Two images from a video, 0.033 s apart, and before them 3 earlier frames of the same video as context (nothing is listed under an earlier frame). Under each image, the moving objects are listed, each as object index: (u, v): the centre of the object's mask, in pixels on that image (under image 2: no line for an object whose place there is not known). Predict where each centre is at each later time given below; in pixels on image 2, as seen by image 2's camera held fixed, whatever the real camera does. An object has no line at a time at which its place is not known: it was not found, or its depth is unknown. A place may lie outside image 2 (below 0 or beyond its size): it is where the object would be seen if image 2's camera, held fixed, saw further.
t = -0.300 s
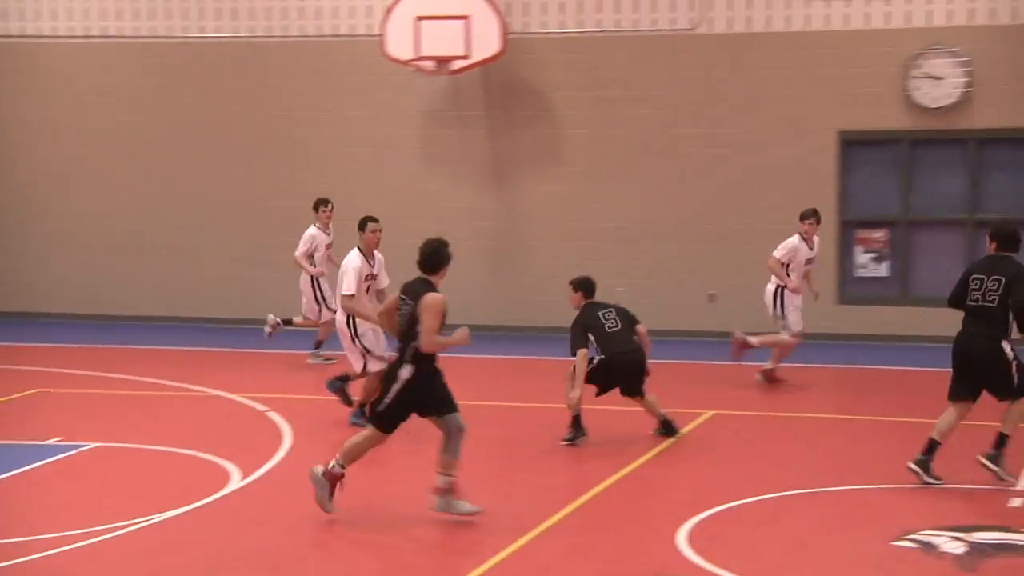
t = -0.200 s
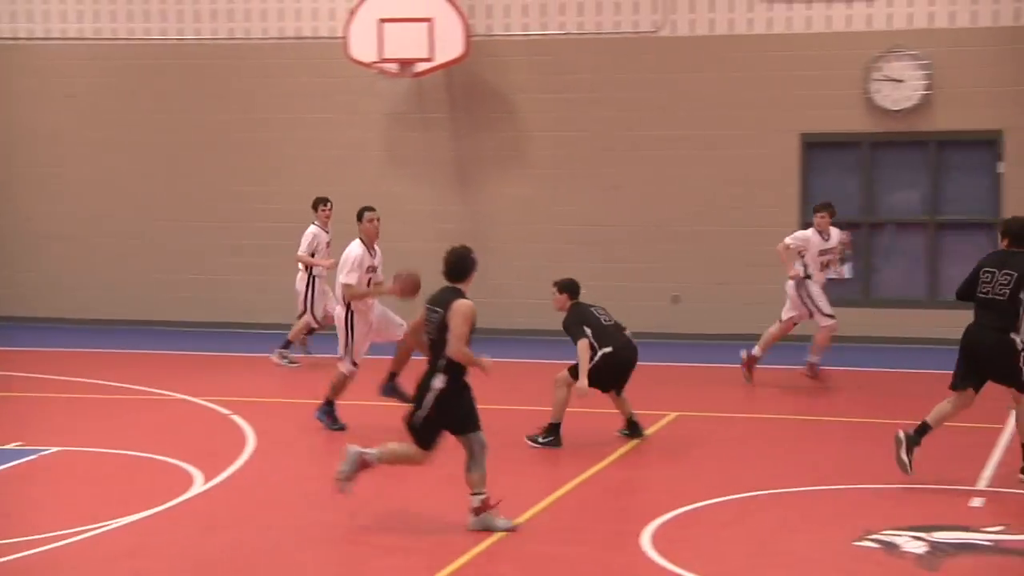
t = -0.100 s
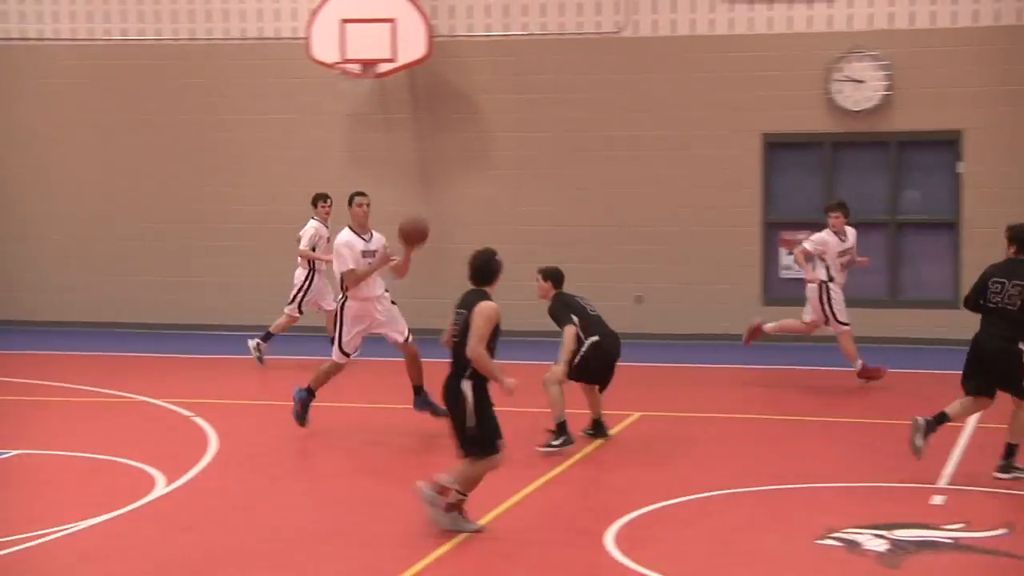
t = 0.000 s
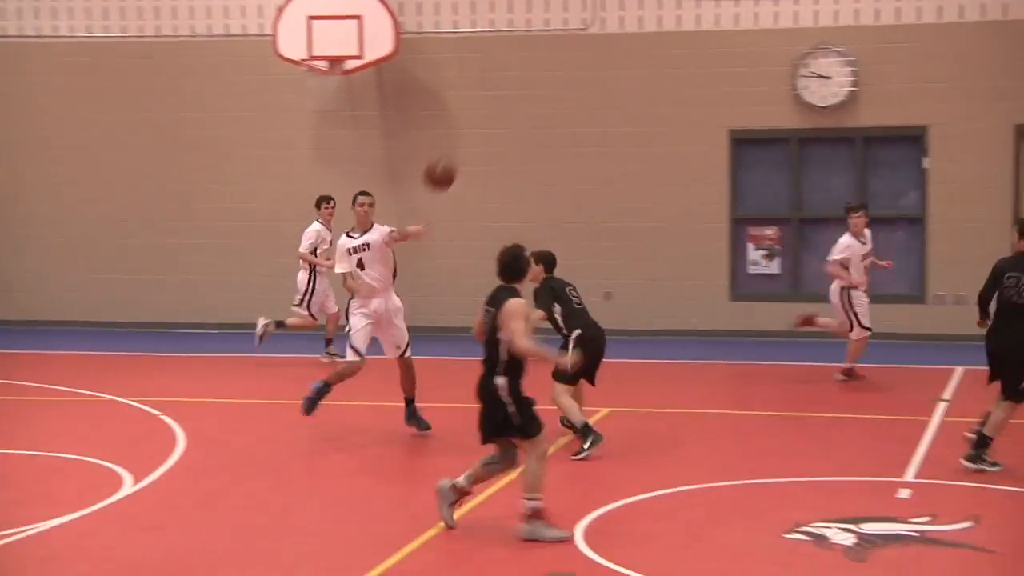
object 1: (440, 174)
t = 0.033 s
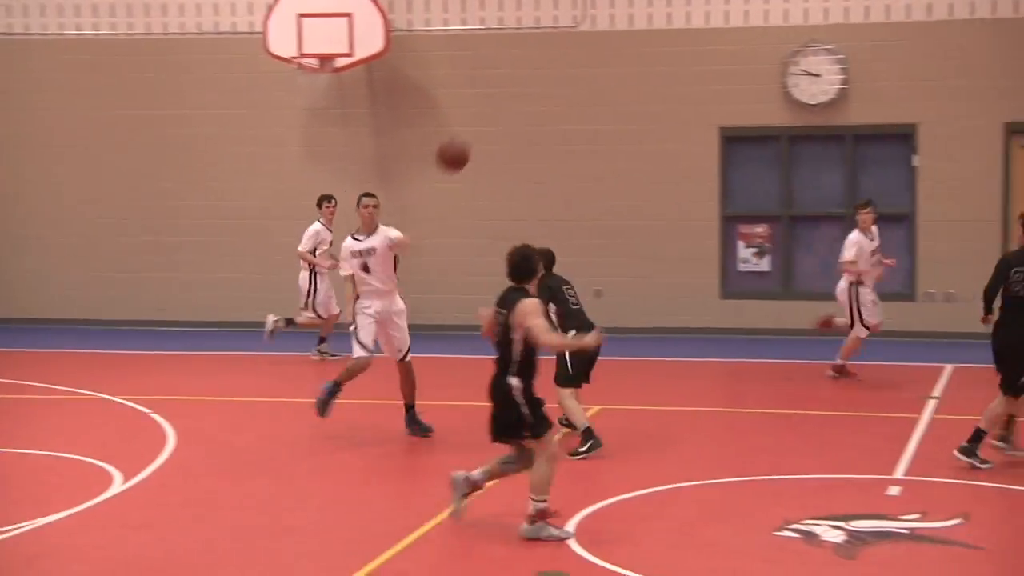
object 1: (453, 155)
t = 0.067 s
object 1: (479, 138)
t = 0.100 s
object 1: (505, 124)
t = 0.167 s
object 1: (560, 95)
